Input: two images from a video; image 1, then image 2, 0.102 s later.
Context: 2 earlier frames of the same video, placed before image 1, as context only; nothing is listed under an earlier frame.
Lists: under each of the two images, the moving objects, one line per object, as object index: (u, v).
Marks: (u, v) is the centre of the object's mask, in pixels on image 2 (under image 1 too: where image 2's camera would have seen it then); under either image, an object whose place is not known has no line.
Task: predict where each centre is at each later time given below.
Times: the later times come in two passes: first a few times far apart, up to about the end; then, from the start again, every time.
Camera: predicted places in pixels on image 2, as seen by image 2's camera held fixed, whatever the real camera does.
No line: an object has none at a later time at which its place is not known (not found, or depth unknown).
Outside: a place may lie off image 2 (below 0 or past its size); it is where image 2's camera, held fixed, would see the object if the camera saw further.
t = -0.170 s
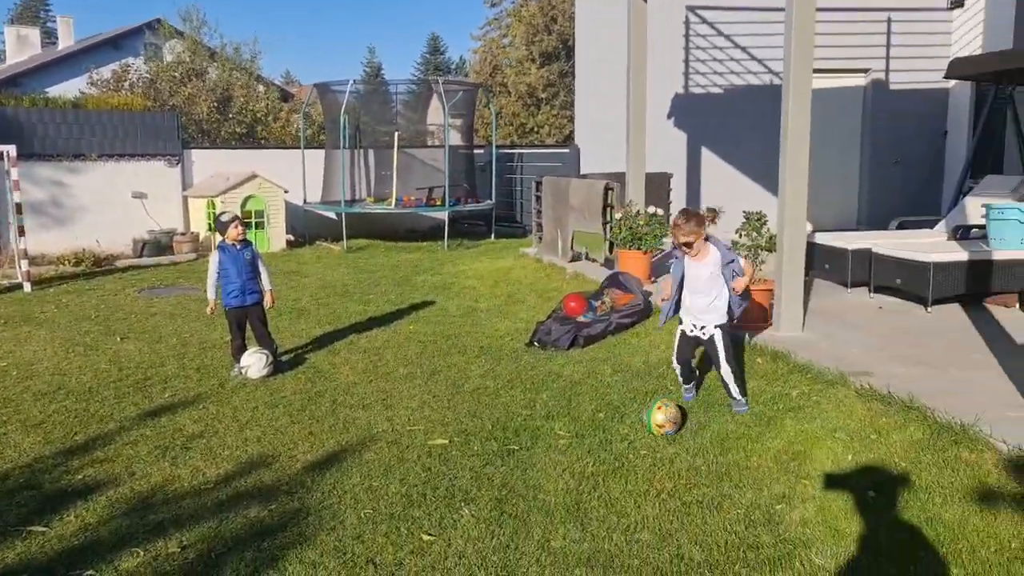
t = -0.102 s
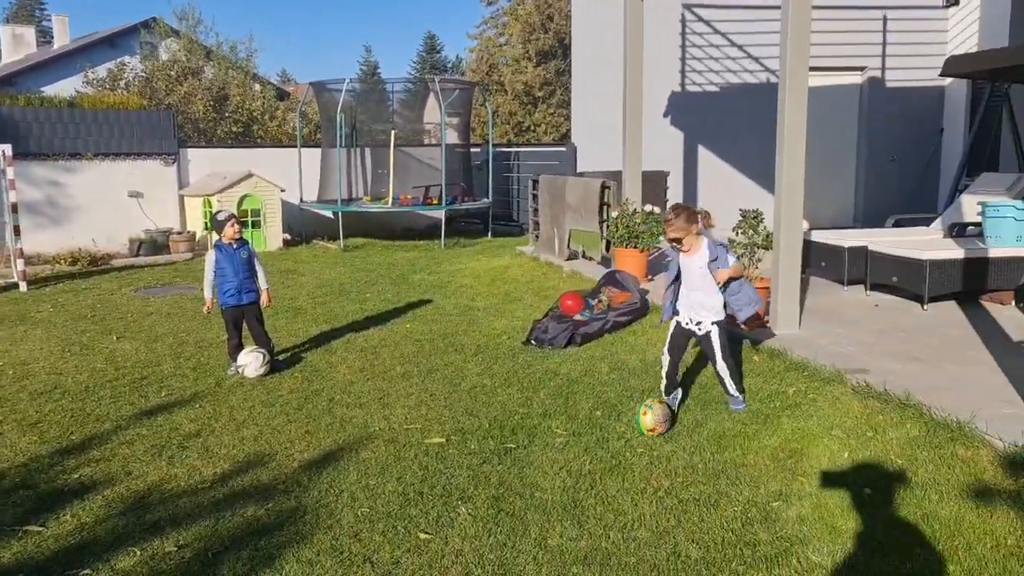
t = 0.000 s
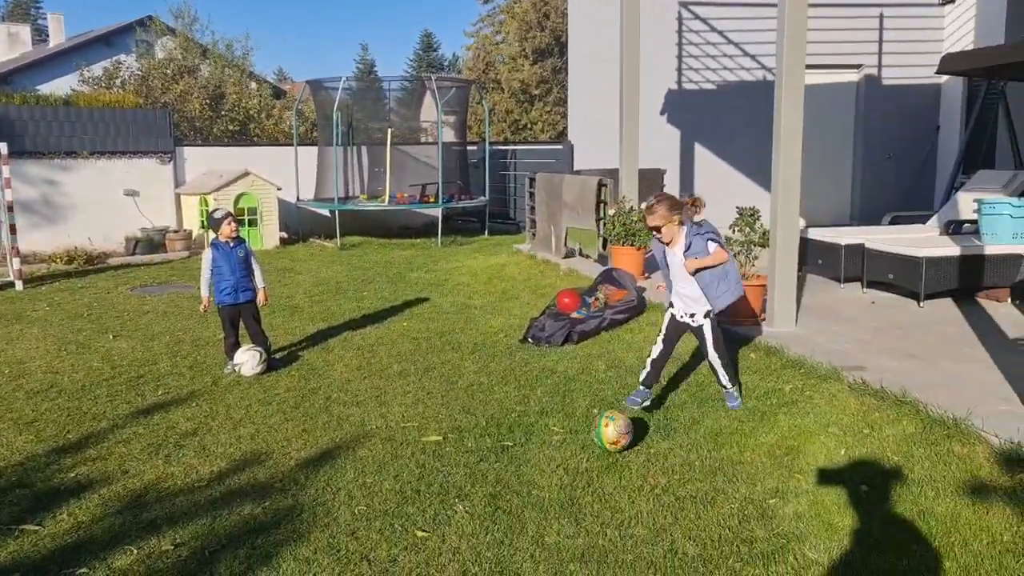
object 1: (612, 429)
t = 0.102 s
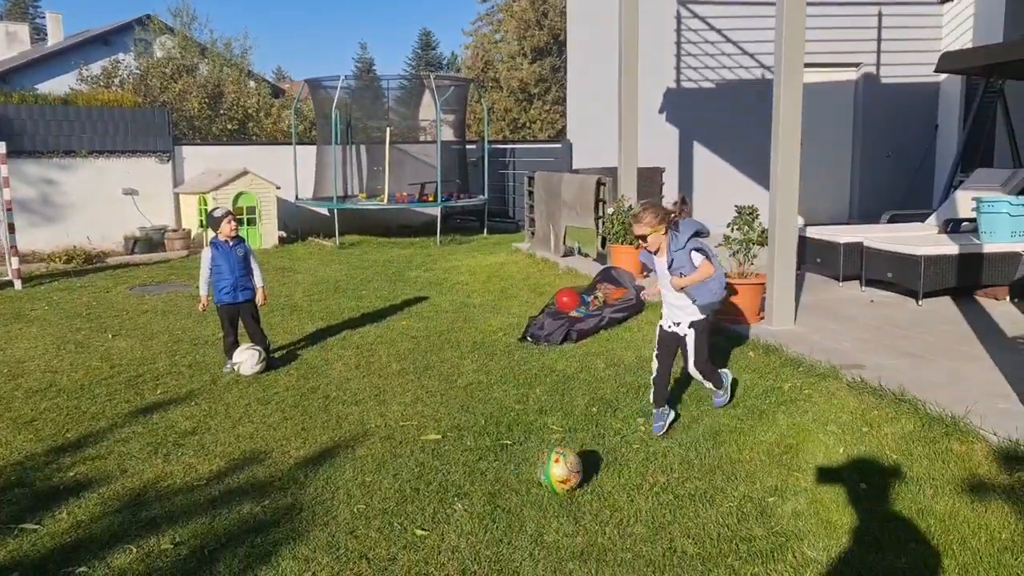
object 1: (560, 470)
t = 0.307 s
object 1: (482, 514)
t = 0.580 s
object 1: (381, 567)
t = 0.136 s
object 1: (542, 487)
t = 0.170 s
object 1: (530, 490)
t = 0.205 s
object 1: (520, 494)
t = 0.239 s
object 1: (508, 498)
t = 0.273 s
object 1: (495, 504)
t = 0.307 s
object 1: (482, 514)
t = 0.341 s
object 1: (469, 528)
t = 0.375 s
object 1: (456, 537)
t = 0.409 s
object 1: (444, 540)
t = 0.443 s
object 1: (433, 544)
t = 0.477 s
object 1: (421, 551)
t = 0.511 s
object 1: (409, 556)
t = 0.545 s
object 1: (396, 562)
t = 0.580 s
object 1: (381, 567)
